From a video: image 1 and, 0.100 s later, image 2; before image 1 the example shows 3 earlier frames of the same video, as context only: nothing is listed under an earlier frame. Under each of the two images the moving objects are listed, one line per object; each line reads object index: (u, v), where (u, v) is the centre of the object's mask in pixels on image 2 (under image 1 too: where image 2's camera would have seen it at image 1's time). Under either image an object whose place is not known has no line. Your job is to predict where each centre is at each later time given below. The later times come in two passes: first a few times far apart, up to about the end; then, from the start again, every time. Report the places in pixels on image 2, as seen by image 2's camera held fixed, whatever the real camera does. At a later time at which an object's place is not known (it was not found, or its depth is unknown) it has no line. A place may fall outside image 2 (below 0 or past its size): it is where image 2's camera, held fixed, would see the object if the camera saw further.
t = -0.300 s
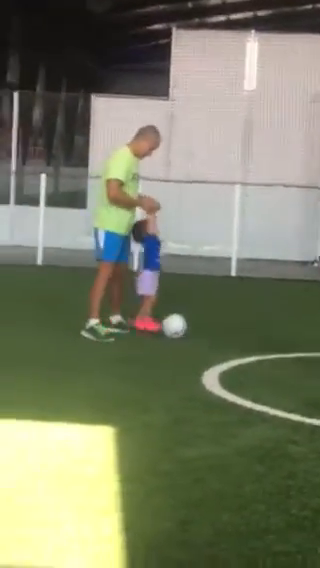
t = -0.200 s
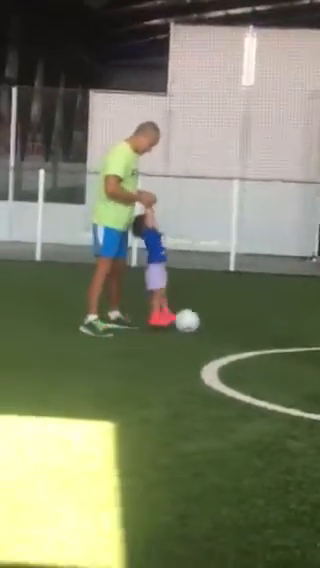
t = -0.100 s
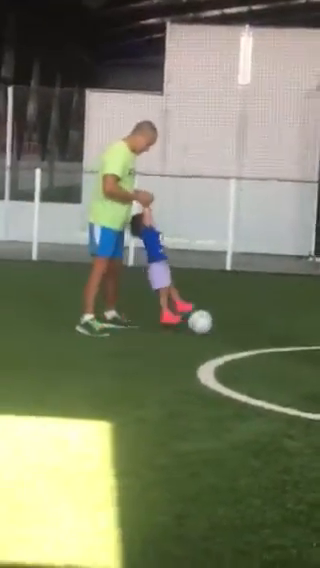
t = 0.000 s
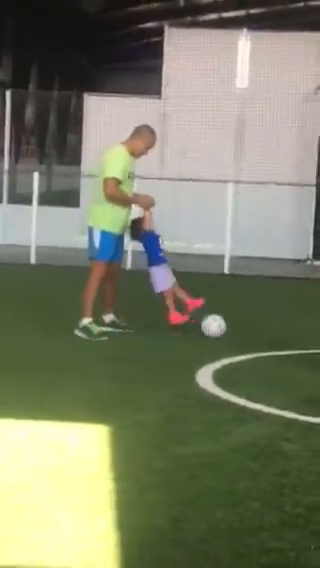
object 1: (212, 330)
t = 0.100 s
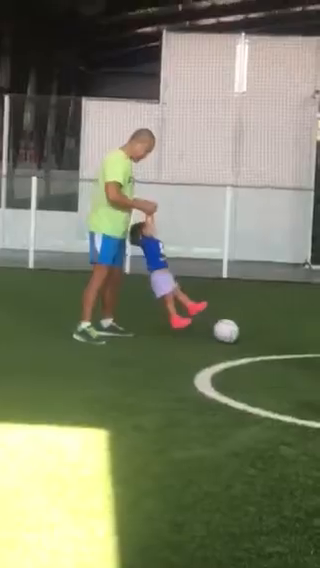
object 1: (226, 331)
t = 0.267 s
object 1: (248, 332)
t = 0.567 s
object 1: (285, 333)
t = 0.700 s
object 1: (299, 333)
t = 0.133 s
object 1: (230, 331)
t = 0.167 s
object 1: (234, 331)
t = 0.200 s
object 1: (239, 332)
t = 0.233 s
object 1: (243, 332)
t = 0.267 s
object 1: (248, 332)
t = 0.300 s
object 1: (252, 332)
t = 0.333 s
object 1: (257, 332)
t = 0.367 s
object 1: (261, 332)
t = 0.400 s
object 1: (265, 332)
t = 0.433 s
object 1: (269, 332)
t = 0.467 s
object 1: (273, 332)
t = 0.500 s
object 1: (276, 332)
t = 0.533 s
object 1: (281, 333)
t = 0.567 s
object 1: (285, 333)
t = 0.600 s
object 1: (288, 333)
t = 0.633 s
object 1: (292, 333)
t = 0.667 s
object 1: (296, 333)
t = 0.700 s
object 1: (299, 333)
